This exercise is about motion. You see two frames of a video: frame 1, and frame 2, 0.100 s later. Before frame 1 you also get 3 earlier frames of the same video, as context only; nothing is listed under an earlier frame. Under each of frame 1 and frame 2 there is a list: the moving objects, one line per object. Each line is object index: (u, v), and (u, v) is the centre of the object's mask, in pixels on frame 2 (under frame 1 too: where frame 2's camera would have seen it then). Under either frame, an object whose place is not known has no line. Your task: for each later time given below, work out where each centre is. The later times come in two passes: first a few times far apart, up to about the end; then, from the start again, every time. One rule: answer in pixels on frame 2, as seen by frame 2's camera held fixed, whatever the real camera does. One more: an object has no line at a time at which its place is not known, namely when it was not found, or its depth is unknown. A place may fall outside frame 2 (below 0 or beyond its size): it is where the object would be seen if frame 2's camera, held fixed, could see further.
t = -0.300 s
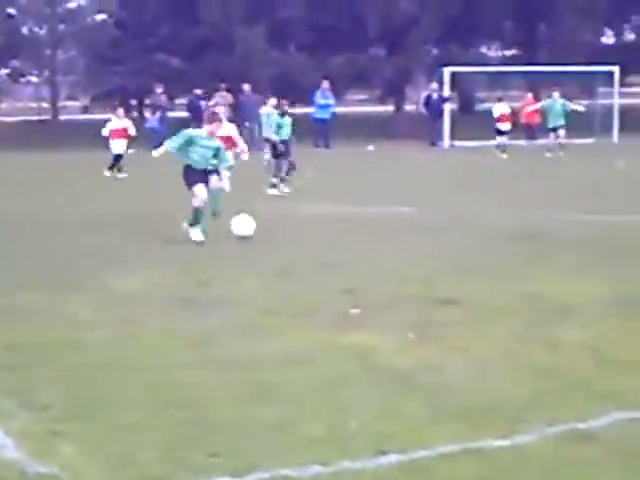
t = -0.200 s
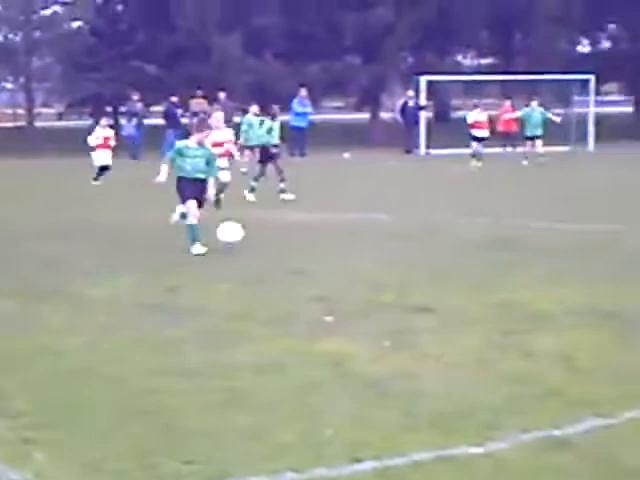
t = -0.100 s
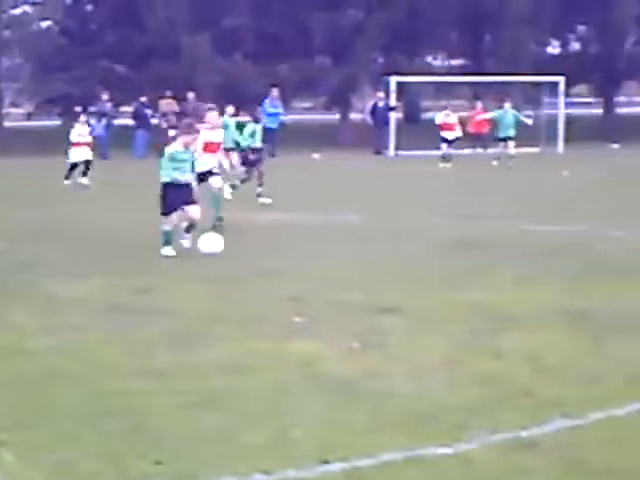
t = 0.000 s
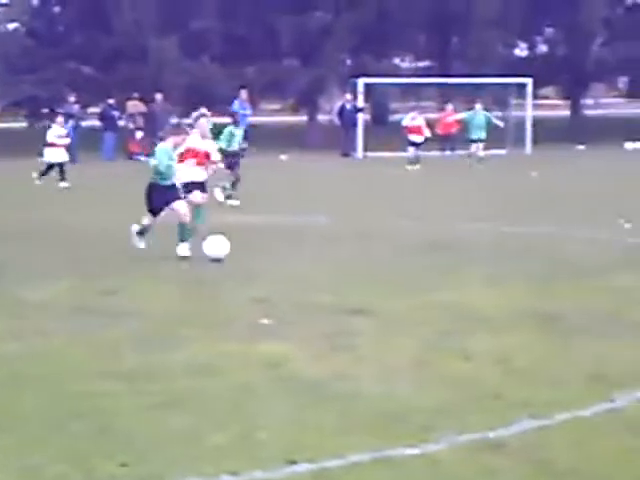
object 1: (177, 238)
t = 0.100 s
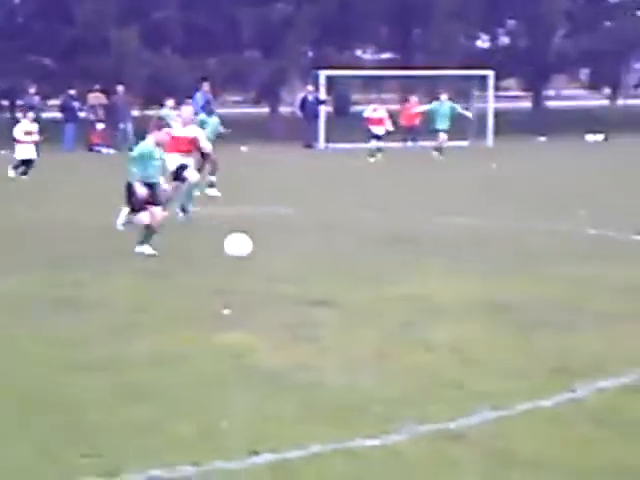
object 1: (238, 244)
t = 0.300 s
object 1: (351, 238)
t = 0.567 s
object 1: (504, 260)
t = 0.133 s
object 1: (258, 248)
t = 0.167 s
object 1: (276, 246)
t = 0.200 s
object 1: (295, 242)
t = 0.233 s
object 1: (313, 240)
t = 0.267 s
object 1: (332, 238)
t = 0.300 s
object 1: (351, 238)
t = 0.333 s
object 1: (371, 240)
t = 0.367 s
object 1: (392, 244)
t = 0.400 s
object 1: (413, 248)
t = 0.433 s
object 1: (434, 254)
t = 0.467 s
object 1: (455, 263)
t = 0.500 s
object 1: (477, 270)
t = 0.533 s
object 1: (491, 265)
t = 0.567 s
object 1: (504, 260)
